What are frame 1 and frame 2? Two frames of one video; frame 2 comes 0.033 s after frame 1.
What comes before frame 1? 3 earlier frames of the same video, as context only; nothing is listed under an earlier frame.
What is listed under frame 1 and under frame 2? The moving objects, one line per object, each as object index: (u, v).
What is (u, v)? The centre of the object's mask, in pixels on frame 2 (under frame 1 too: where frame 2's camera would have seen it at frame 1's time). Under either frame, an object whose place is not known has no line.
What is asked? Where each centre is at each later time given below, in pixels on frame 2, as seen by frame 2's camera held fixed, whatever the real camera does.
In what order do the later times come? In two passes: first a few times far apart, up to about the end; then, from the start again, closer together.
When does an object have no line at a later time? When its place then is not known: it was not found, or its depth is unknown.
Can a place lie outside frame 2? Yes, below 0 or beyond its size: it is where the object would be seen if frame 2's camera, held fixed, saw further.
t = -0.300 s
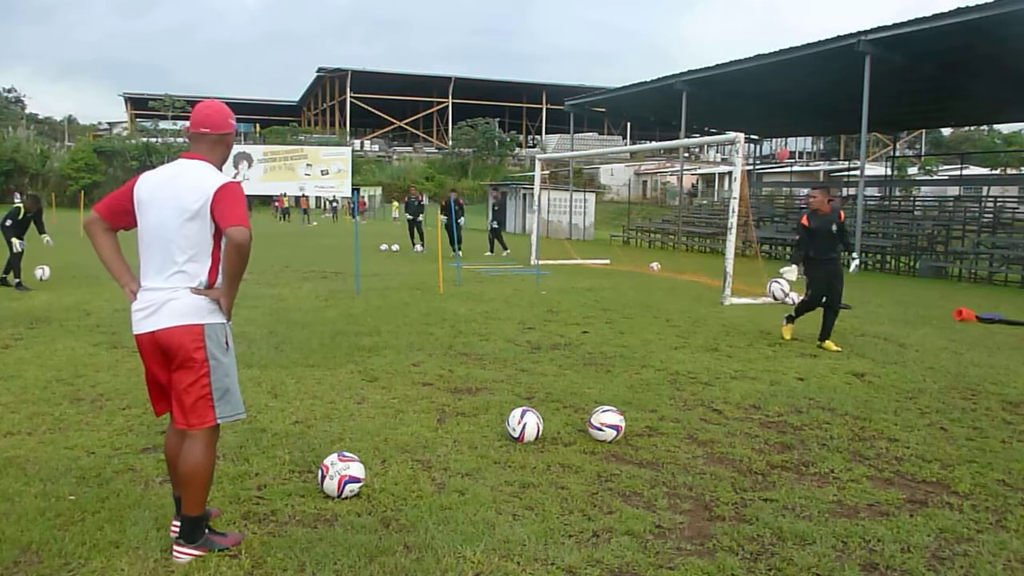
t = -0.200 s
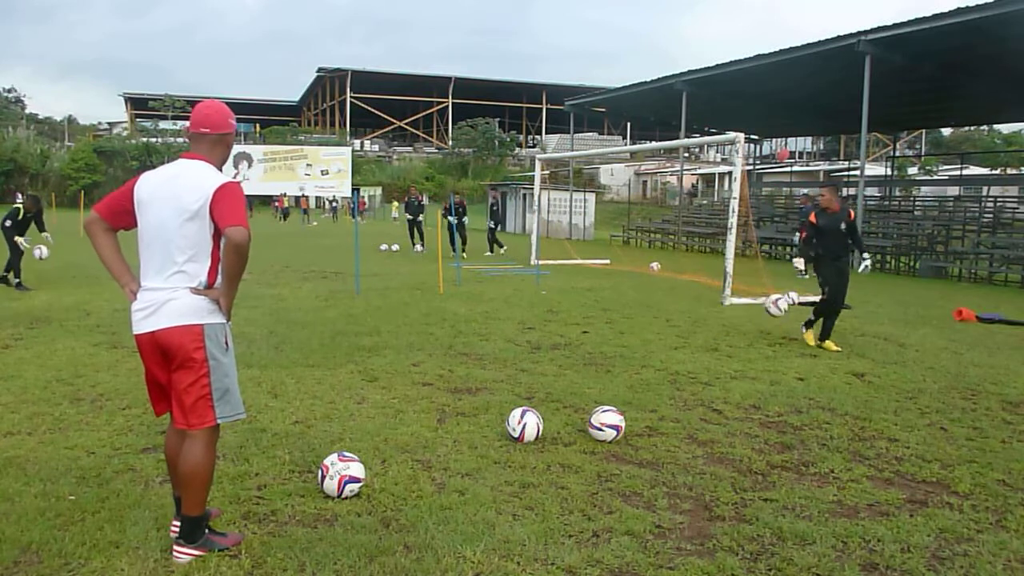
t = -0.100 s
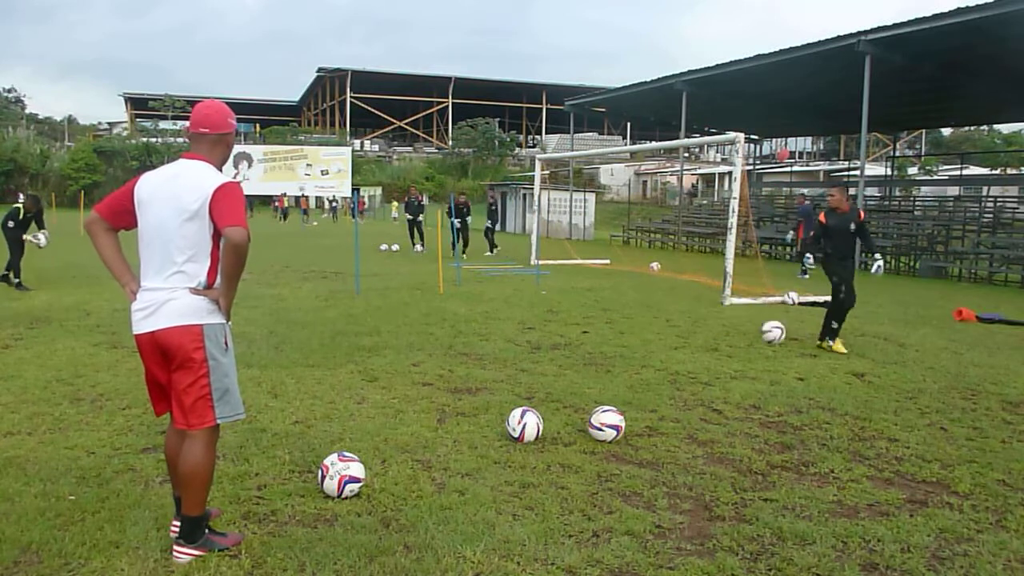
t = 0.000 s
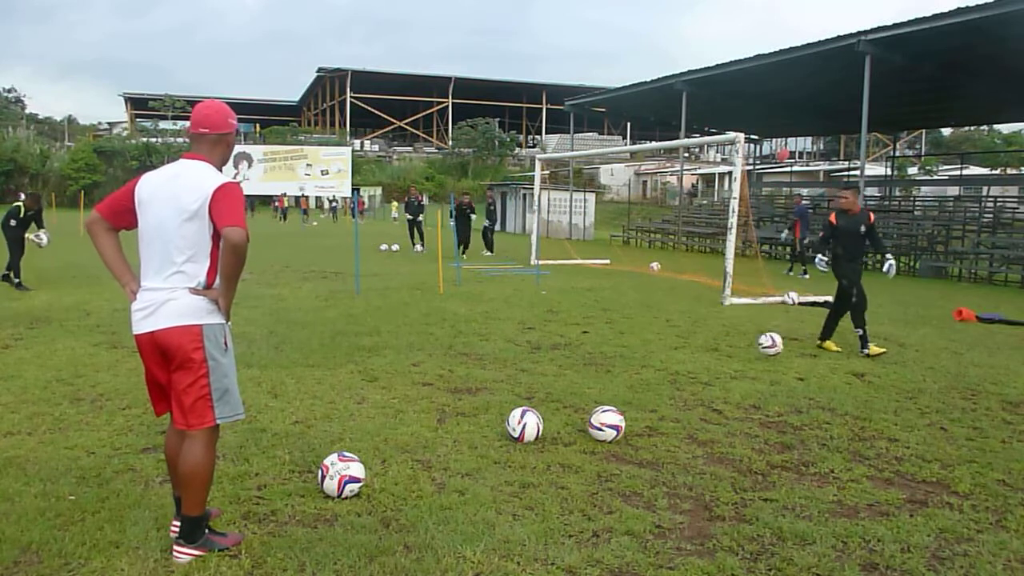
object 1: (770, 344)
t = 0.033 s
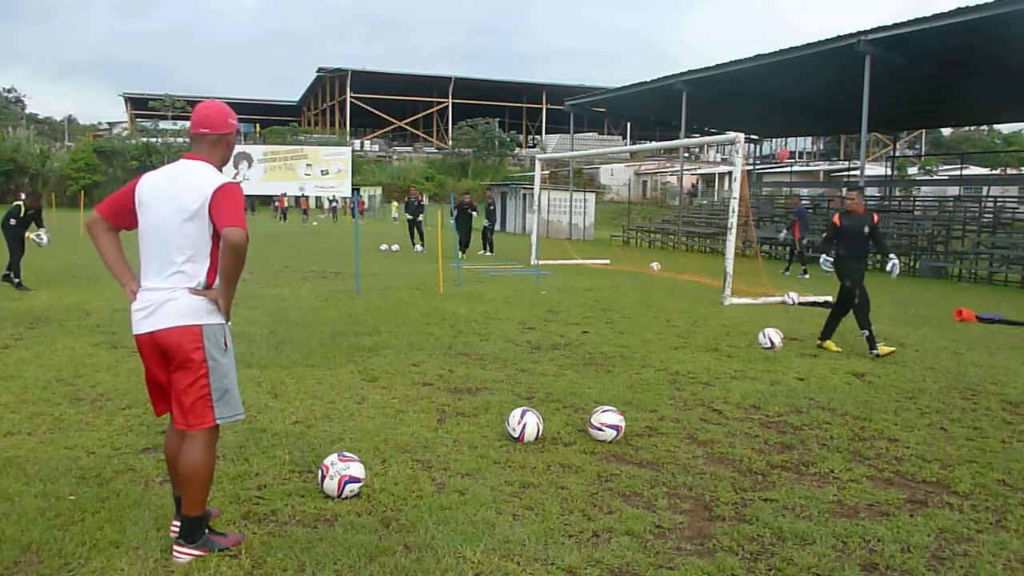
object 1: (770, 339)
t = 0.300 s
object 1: (767, 344)
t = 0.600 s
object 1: (754, 364)
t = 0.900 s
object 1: (739, 386)
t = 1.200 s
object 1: (726, 401)
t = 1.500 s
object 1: (715, 410)
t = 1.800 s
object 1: (700, 426)
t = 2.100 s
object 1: (686, 437)
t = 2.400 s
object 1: (684, 447)
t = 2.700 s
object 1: (687, 455)
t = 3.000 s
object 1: (692, 459)
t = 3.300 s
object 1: (690, 459)
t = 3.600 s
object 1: (691, 458)
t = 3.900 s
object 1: (687, 456)
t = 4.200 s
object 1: (687, 454)
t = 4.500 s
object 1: (687, 454)
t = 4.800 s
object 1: (687, 455)
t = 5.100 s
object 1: (687, 455)
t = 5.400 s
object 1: (687, 455)
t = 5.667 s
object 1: (687, 455)
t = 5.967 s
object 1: (687, 455)
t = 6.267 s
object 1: (687, 455)
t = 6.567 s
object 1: (687, 455)
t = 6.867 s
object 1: (687, 455)
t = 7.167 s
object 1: (687, 455)
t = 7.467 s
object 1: (687, 455)
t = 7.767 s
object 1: (687, 455)
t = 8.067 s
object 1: (687, 455)
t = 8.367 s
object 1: (687, 455)
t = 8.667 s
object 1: (687, 455)
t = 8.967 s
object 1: (687, 455)
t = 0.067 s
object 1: (770, 335)
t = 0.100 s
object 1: (770, 333)
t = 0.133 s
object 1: (770, 331)
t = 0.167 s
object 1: (769, 332)
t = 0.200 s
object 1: (769, 332)
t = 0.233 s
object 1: (768, 335)
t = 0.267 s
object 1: (767, 339)
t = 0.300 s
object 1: (767, 344)
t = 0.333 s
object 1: (765, 350)
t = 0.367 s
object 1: (765, 357)
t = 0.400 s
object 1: (764, 367)
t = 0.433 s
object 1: (763, 367)
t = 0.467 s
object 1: (761, 363)
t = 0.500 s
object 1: (760, 361)
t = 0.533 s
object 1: (759, 361)
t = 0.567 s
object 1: (756, 362)
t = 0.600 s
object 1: (754, 364)
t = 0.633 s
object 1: (753, 368)
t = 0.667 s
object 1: (750, 372)
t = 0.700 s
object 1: (748, 377)
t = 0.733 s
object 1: (747, 377)
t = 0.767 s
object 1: (746, 376)
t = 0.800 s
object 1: (744, 377)
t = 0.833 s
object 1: (743, 378)
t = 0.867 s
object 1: (741, 382)
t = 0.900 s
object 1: (739, 386)
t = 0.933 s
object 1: (738, 389)
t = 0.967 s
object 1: (735, 389)
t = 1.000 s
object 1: (734, 391)
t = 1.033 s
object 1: (733, 393)
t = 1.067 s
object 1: (731, 394)
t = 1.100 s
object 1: (730, 394)
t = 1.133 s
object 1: (729, 396)
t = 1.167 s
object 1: (727, 399)
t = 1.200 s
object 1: (726, 401)
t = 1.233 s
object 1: (724, 403)
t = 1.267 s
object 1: (722, 405)
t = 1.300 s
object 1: (722, 405)
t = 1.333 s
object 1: (721, 405)
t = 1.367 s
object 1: (720, 407)
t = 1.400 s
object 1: (718, 409)
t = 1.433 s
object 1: (717, 410)
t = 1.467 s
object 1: (716, 410)
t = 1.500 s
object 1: (715, 410)
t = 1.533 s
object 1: (713, 413)
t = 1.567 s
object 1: (711, 415)
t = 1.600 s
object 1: (710, 416)
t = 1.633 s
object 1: (708, 418)
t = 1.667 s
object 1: (707, 419)
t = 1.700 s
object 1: (705, 418)
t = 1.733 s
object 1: (703, 420)
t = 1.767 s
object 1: (702, 422)
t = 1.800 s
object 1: (700, 426)
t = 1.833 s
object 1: (698, 428)
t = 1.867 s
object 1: (697, 427)
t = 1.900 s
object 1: (695, 429)
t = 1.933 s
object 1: (694, 430)
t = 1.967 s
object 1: (692, 432)
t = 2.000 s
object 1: (690, 434)
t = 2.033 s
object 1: (689, 434)
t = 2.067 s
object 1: (687, 435)
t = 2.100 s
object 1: (686, 437)
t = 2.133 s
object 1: (686, 438)
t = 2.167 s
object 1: (686, 439)
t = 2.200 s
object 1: (685, 441)
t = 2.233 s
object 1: (685, 442)
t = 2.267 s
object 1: (684, 444)
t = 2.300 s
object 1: (684, 444)
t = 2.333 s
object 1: (684, 445)
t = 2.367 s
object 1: (684, 446)
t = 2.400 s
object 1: (684, 447)
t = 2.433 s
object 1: (684, 448)
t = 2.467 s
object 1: (684, 449)
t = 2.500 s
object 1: (684, 449)
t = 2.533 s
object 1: (685, 450)
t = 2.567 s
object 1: (685, 451)
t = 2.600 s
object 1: (686, 452)
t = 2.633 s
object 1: (686, 454)
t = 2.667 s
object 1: (687, 455)
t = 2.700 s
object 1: (687, 455)
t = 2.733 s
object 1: (688, 456)
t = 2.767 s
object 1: (689, 457)
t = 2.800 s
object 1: (689, 457)
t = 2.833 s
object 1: (690, 457)
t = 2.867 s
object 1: (690, 458)
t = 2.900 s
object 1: (691, 458)
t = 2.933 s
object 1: (691, 459)
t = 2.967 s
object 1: (692, 459)
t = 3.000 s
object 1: (692, 459)
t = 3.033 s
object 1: (692, 459)
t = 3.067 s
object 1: (692, 459)
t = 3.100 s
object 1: (692, 460)
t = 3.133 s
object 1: (691, 460)
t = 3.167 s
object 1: (691, 460)
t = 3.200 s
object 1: (691, 460)
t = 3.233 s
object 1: (691, 459)
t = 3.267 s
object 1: (691, 459)
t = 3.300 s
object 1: (690, 459)
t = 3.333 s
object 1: (691, 459)
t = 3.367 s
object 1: (691, 459)
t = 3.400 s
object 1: (691, 459)
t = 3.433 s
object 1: (691, 459)
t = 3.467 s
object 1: (691, 459)
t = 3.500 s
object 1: (691, 459)
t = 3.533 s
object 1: (691, 458)
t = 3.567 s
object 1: (690, 458)
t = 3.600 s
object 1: (691, 458)
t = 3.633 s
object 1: (691, 458)
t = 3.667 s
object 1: (690, 457)
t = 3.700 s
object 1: (690, 457)
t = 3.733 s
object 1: (689, 457)
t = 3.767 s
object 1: (688, 456)
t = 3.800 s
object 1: (688, 456)
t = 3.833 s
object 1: (687, 456)
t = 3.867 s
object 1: (687, 456)
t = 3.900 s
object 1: (687, 456)
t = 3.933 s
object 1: (687, 455)
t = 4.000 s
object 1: (687, 455)
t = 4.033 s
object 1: (687, 455)
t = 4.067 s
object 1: (687, 454)
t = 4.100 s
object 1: (687, 454)
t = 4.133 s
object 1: (687, 454)
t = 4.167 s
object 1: (687, 454)
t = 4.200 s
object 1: (687, 454)
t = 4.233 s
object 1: (687, 454)
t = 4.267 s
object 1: (687, 454)
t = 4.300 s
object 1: (687, 454)
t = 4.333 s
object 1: (687, 454)
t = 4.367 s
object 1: (687, 454)
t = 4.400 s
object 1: (687, 454)
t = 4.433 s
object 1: (687, 454)
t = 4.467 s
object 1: (687, 454)
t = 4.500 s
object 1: (687, 454)
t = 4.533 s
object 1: (687, 455)
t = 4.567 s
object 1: (687, 455)
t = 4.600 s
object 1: (687, 455)
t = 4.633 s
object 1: (687, 455)
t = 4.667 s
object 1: (687, 455)
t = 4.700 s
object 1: (687, 455)
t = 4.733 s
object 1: (687, 455)
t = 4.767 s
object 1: (687, 455)
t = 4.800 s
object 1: (687, 455)
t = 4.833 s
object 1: (687, 455)
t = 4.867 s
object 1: (687, 455)
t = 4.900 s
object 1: (687, 455)
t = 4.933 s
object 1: (687, 455)
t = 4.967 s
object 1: (687, 455)
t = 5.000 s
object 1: (687, 455)
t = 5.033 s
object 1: (687, 455)
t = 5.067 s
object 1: (687, 455)
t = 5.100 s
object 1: (687, 455)
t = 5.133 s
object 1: (687, 455)
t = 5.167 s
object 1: (687, 455)
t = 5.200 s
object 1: (687, 455)
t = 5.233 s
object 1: (687, 455)
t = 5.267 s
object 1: (687, 455)
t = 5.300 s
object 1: (687, 455)
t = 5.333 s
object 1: (687, 455)
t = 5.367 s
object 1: (687, 455)
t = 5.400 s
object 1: (687, 455)
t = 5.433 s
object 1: (687, 455)
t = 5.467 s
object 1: (687, 455)
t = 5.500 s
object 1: (687, 455)
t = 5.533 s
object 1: (687, 455)
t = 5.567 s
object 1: (687, 455)
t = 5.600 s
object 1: (687, 455)
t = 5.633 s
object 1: (687, 455)
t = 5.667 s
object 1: (687, 455)
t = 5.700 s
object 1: (687, 455)
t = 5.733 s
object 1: (687, 455)
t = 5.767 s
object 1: (687, 455)
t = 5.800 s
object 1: (687, 455)
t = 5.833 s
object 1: (687, 455)
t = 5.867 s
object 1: (687, 455)
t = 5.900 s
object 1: (687, 455)
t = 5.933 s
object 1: (687, 455)
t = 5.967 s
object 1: (687, 455)
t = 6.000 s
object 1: (687, 455)
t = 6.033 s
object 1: (687, 455)
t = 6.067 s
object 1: (687, 455)
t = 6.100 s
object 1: (687, 455)
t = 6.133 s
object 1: (687, 455)
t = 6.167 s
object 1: (687, 455)
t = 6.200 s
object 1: (687, 455)
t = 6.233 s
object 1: (687, 455)
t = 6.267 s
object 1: (687, 455)
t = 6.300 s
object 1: (687, 455)
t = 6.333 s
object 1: (687, 455)
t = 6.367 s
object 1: (687, 455)
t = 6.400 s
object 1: (687, 455)
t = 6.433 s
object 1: (687, 455)
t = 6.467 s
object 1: (687, 455)
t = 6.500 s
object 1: (687, 455)
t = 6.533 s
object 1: (687, 455)
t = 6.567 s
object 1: (687, 455)
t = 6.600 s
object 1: (687, 455)
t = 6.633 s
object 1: (687, 455)
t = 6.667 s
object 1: (687, 455)
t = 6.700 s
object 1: (687, 455)
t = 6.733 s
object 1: (687, 455)
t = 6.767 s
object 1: (687, 455)
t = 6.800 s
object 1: (687, 455)
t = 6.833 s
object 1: (687, 455)
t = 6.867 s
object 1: (687, 455)
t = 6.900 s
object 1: (687, 455)
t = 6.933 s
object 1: (687, 455)
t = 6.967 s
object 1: (687, 455)
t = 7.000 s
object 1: (687, 455)
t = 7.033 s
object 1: (687, 455)
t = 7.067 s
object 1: (687, 455)
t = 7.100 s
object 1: (687, 455)
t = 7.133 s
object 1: (687, 455)
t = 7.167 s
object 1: (687, 455)
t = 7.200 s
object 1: (687, 455)
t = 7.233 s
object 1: (687, 455)
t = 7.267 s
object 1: (687, 455)
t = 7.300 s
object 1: (687, 455)
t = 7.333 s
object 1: (687, 455)
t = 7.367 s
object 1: (687, 455)
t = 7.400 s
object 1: (687, 455)
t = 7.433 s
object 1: (687, 455)
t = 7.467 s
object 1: (687, 455)
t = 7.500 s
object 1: (687, 455)
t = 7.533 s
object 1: (687, 455)
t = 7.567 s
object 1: (687, 455)
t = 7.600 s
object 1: (687, 455)
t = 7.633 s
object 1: (687, 455)
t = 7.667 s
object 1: (687, 455)
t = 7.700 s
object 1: (687, 455)
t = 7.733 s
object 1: (687, 455)
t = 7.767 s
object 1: (687, 455)
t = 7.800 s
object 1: (687, 455)
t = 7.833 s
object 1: (687, 455)
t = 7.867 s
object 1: (687, 455)
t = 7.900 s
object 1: (687, 455)
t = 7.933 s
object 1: (687, 455)
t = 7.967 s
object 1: (687, 455)
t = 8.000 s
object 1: (687, 455)
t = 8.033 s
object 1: (687, 455)
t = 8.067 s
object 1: (687, 455)
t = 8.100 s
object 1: (687, 455)
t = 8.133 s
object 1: (687, 455)
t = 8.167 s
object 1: (687, 455)
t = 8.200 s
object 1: (687, 455)
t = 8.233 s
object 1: (687, 455)
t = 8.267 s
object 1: (687, 455)
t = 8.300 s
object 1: (687, 455)
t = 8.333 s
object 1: (687, 455)
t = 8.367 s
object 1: (687, 455)
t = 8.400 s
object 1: (687, 455)
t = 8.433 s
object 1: (687, 455)
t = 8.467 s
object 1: (687, 455)
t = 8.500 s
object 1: (687, 455)
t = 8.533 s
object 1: (687, 455)
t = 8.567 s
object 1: (687, 455)
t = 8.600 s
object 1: (687, 455)
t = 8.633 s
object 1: (687, 455)
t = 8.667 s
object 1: (687, 455)
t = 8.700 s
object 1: (687, 455)
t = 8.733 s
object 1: (687, 455)
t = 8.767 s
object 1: (687, 455)
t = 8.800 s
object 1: (687, 455)
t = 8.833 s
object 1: (687, 455)
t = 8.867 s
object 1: (687, 455)
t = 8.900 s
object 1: (687, 455)
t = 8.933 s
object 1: (687, 455)
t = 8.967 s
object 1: (687, 455)
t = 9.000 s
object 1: (687, 455)
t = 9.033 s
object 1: (687, 455)
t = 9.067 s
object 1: (687, 455)
